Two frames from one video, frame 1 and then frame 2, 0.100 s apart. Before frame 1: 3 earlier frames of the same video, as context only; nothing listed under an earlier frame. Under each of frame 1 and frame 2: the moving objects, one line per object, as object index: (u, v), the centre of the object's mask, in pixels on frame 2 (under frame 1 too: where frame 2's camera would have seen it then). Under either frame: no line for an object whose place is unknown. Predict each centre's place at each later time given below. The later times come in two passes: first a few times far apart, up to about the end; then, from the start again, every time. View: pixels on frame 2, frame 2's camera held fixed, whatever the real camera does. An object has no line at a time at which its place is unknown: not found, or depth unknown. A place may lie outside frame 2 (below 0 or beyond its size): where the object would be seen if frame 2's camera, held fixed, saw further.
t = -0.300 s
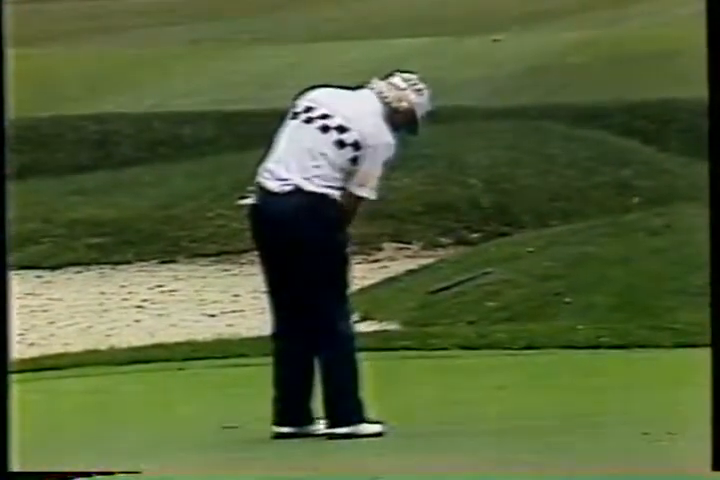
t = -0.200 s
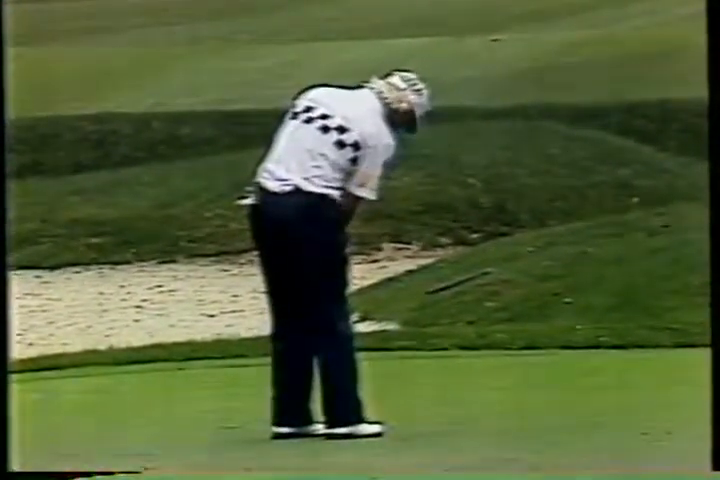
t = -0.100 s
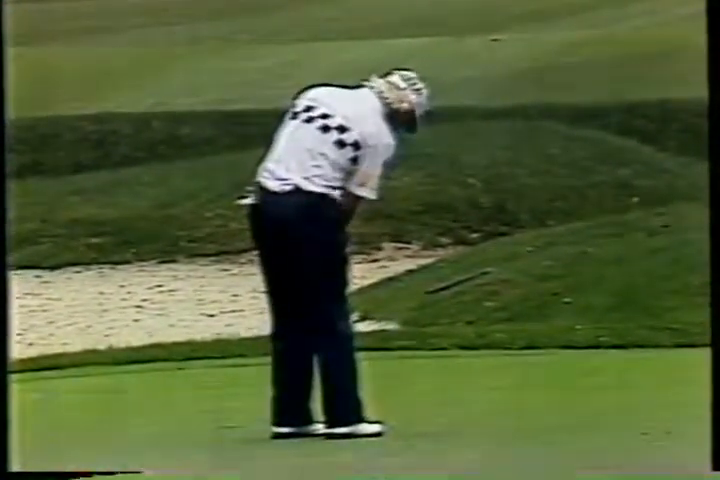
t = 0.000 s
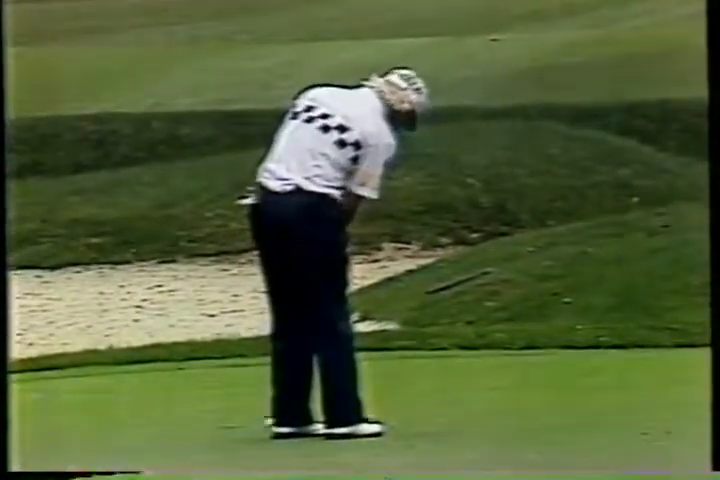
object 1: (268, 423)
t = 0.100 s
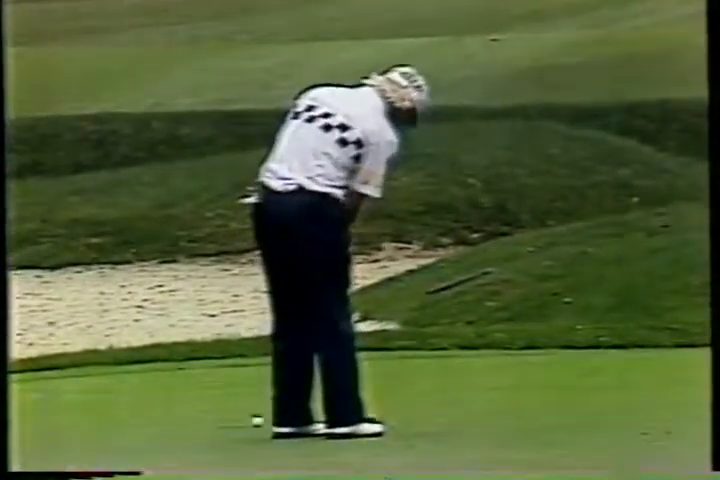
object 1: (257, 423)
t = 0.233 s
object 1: (237, 423)
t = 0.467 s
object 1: (210, 423)
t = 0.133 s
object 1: (251, 423)
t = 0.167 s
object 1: (247, 423)
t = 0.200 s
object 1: (242, 423)
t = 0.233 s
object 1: (237, 423)
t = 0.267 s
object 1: (234, 423)
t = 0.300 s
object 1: (228, 424)
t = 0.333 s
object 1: (223, 424)
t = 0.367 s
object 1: (220, 423)
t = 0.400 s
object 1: (216, 424)
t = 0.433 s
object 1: (213, 424)
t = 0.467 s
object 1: (210, 423)
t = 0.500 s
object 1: (205, 423)
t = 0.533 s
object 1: (202, 423)
